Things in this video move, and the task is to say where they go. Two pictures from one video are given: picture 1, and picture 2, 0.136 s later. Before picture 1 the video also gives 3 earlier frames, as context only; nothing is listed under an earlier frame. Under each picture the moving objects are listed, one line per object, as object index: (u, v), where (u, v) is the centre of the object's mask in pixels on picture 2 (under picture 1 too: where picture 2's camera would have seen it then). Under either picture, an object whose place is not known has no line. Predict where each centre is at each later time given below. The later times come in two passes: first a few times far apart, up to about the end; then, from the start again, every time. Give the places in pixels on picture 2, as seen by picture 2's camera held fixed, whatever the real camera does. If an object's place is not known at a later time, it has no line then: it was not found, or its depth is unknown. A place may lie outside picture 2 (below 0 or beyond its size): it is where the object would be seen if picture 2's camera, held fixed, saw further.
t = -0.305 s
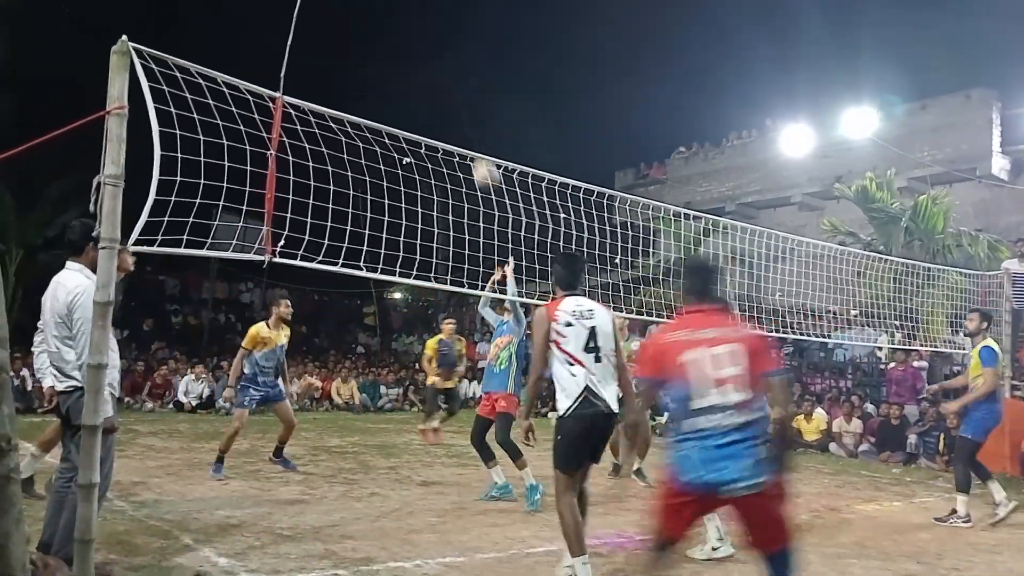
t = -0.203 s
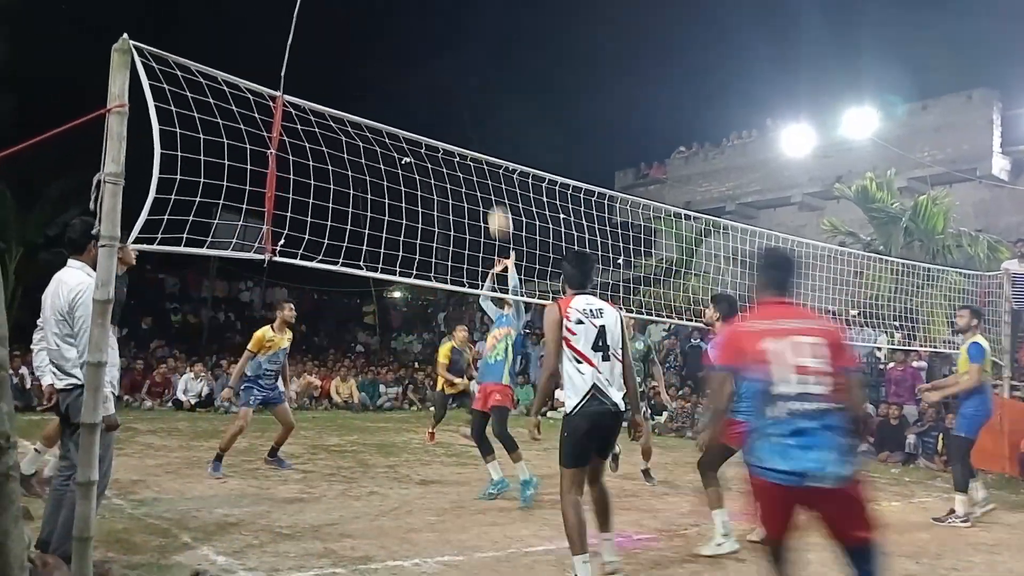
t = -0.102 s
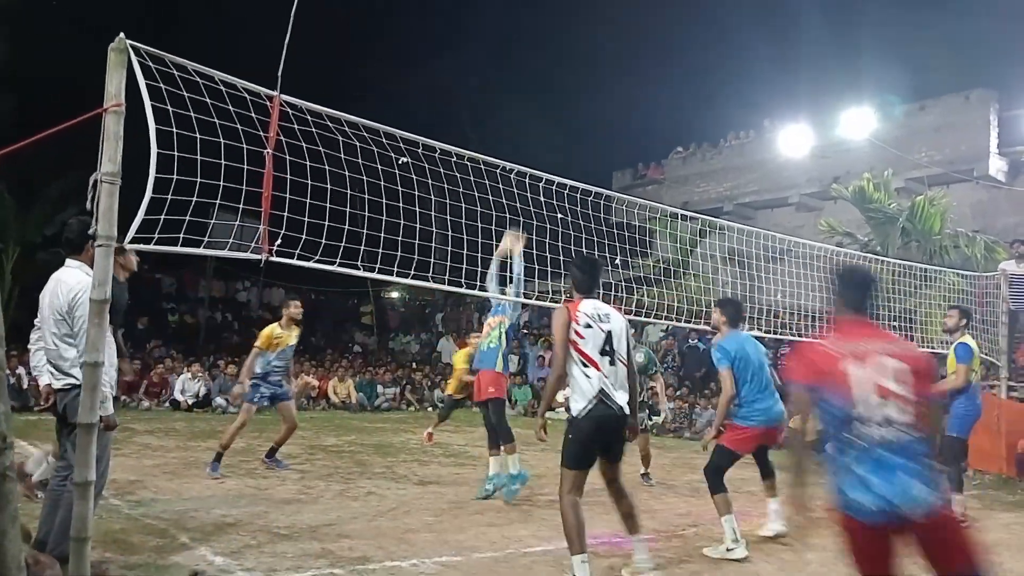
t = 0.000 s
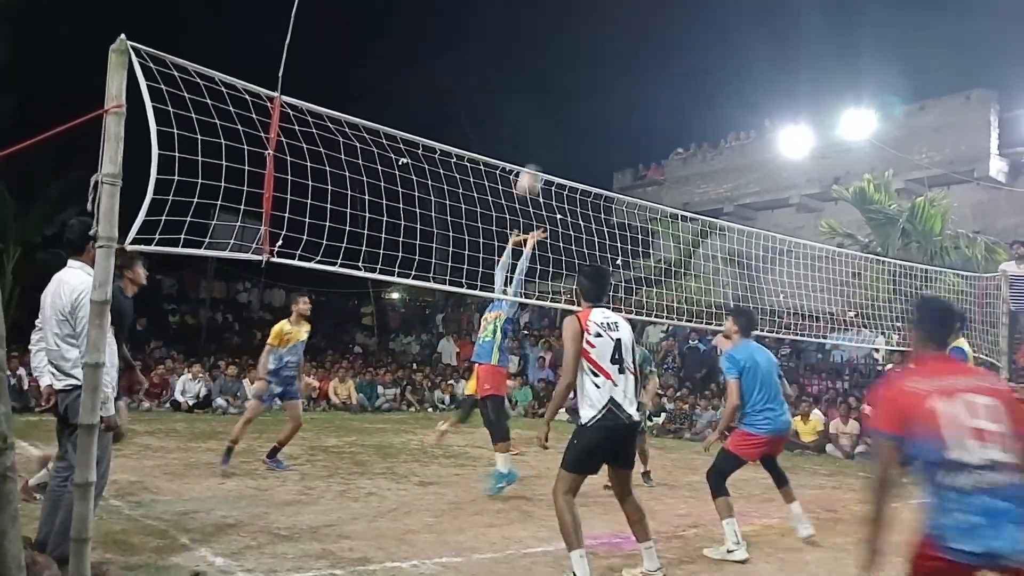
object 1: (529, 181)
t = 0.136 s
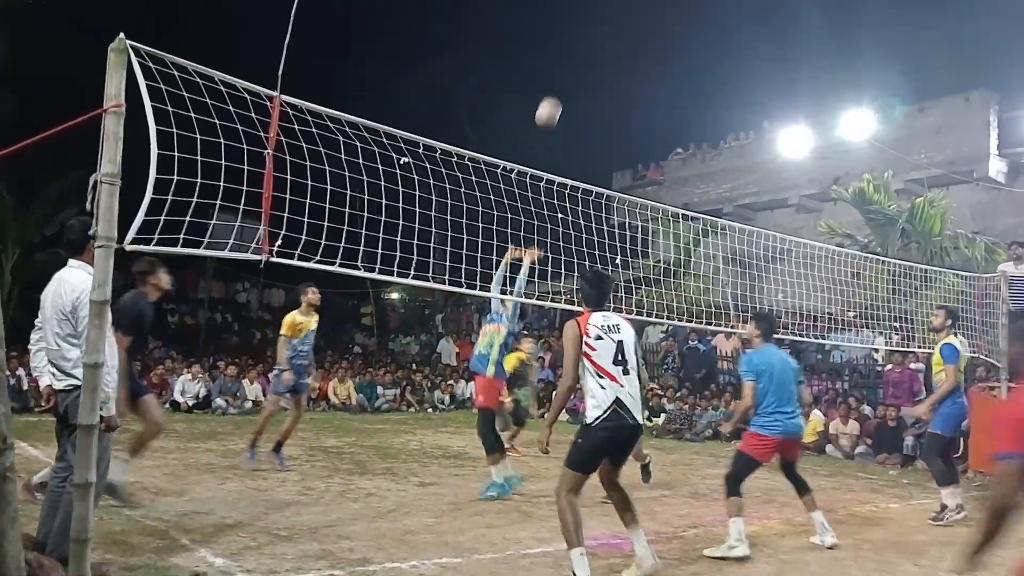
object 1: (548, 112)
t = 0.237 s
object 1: (562, 74)
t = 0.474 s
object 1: (590, 27)
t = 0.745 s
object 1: (618, 41)
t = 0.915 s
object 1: (634, 86)
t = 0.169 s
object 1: (553, 98)
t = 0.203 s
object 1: (558, 86)
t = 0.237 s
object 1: (562, 74)
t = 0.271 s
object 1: (566, 63)
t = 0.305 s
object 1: (570, 55)
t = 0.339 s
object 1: (575, 46)
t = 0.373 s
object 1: (579, 40)
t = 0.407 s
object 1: (583, 34)
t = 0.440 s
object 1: (586, 30)
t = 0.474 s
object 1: (590, 27)
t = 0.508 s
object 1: (593, 25)
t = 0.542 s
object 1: (598, 24)
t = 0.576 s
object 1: (601, 24)
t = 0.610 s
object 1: (605, 25)
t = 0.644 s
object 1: (608, 28)
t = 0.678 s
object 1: (611, 31)
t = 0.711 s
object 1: (615, 35)
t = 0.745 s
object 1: (618, 41)
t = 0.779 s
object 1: (621, 48)
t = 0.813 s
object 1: (625, 56)
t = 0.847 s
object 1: (628, 65)
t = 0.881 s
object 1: (631, 76)
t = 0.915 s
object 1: (634, 86)
